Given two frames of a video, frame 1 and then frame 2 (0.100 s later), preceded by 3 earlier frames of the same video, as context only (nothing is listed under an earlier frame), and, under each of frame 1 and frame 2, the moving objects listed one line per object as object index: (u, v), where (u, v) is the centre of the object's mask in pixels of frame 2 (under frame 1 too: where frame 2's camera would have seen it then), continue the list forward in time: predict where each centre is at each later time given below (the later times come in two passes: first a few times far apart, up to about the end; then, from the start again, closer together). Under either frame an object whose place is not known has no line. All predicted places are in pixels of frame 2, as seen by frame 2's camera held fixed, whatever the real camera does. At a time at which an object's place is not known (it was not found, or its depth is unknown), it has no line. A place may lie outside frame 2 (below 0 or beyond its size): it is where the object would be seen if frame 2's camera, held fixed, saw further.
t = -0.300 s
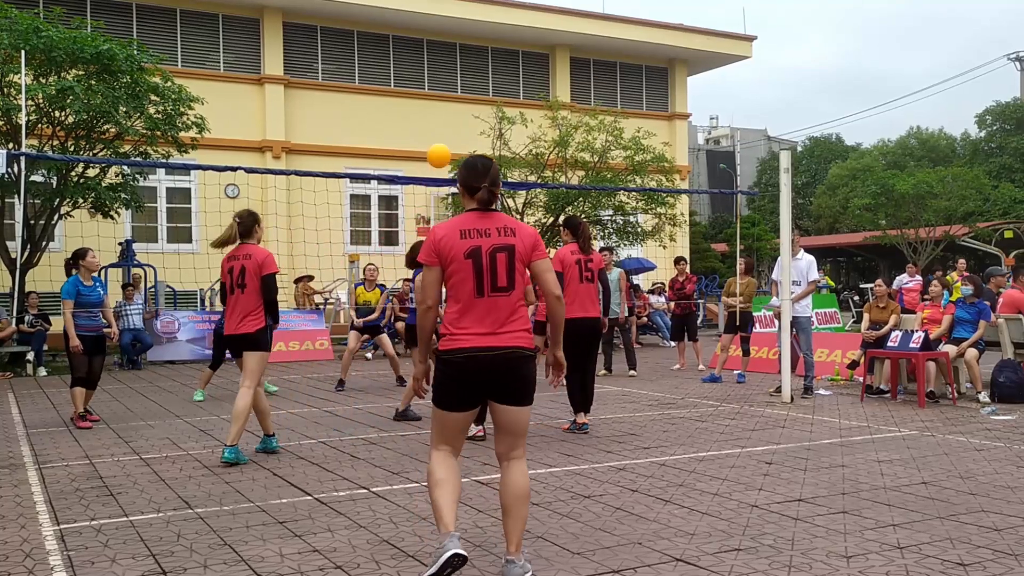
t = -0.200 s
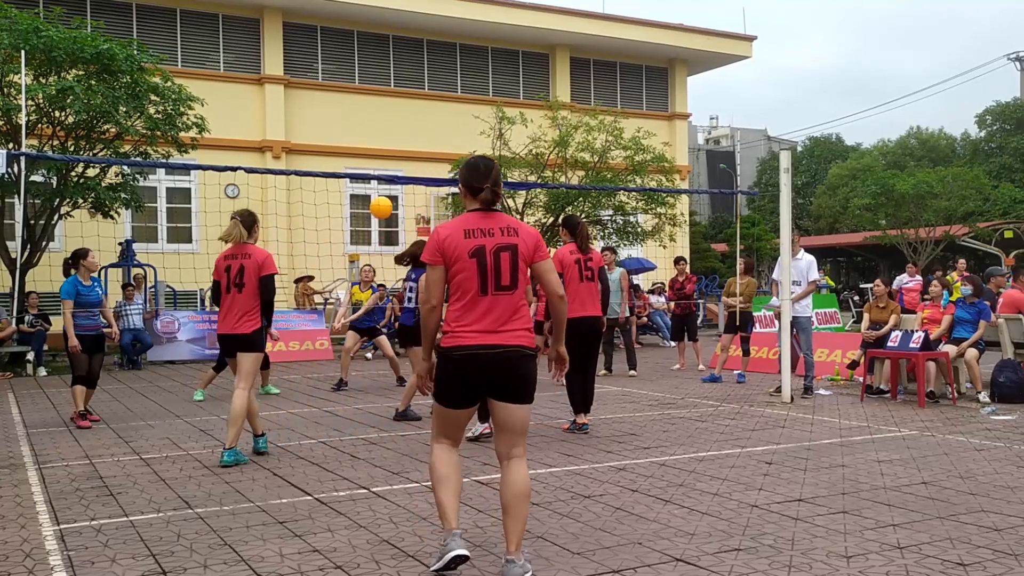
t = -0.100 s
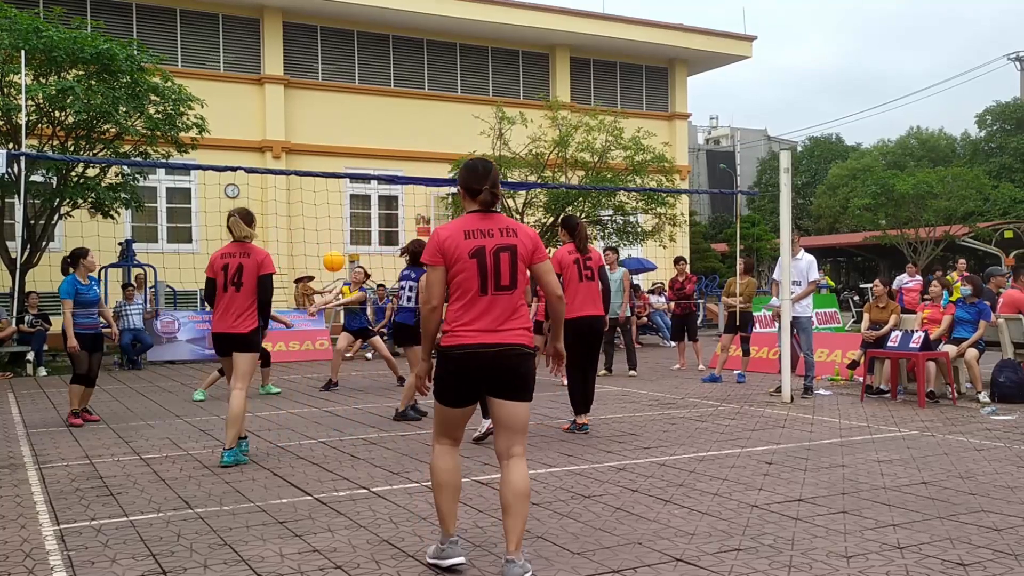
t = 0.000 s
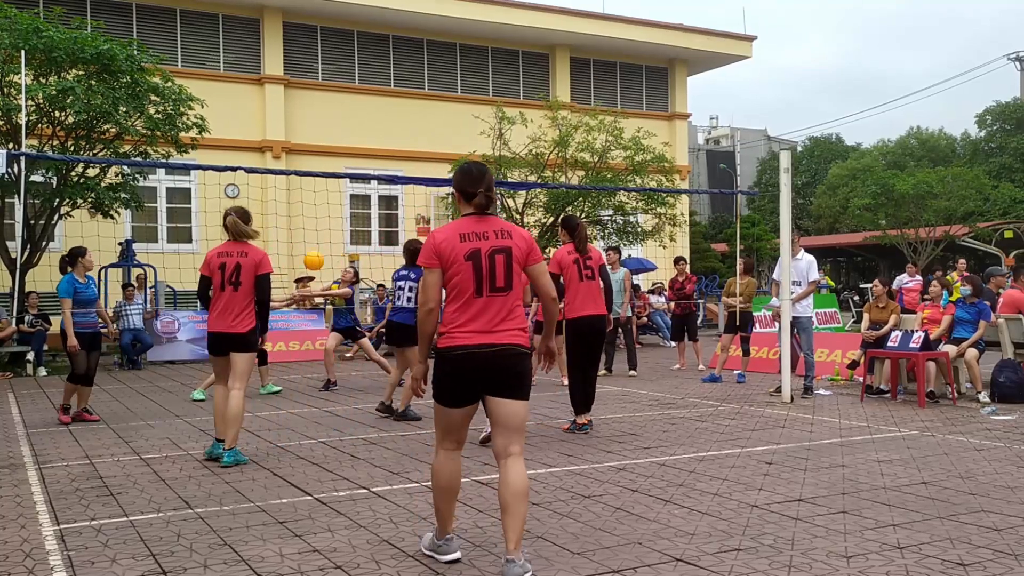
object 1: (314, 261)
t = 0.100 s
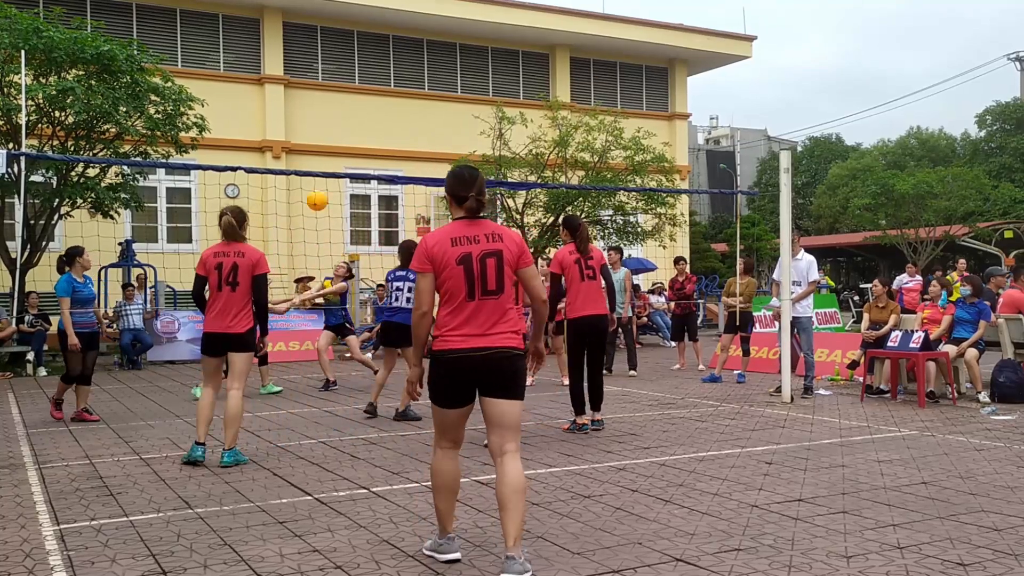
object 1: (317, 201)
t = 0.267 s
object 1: (322, 119)
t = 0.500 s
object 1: (329, 41)
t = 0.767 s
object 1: (336, 13)
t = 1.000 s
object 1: (342, 46)
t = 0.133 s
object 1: (318, 184)
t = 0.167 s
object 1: (320, 163)
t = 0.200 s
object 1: (321, 149)
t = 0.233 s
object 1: (322, 133)
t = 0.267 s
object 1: (322, 119)
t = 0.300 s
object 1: (323, 105)
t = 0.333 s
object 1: (324, 92)
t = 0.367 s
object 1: (326, 79)
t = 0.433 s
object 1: (327, 59)
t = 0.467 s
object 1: (328, 49)
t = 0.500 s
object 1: (329, 41)
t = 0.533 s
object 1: (330, 34)
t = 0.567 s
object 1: (331, 28)
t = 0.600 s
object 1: (332, 23)
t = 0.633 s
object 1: (333, 18)
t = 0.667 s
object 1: (334, 15)
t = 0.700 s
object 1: (334, 13)
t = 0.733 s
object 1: (335, 12)
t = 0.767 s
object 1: (336, 13)
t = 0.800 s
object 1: (337, 14)
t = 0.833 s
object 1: (338, 17)
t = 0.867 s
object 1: (338, 21)
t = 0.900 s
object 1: (339, 26)
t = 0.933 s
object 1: (340, 32)
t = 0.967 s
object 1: (341, 38)
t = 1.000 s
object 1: (342, 46)
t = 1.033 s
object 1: (342, 56)
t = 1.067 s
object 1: (344, 66)
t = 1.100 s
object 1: (344, 78)
